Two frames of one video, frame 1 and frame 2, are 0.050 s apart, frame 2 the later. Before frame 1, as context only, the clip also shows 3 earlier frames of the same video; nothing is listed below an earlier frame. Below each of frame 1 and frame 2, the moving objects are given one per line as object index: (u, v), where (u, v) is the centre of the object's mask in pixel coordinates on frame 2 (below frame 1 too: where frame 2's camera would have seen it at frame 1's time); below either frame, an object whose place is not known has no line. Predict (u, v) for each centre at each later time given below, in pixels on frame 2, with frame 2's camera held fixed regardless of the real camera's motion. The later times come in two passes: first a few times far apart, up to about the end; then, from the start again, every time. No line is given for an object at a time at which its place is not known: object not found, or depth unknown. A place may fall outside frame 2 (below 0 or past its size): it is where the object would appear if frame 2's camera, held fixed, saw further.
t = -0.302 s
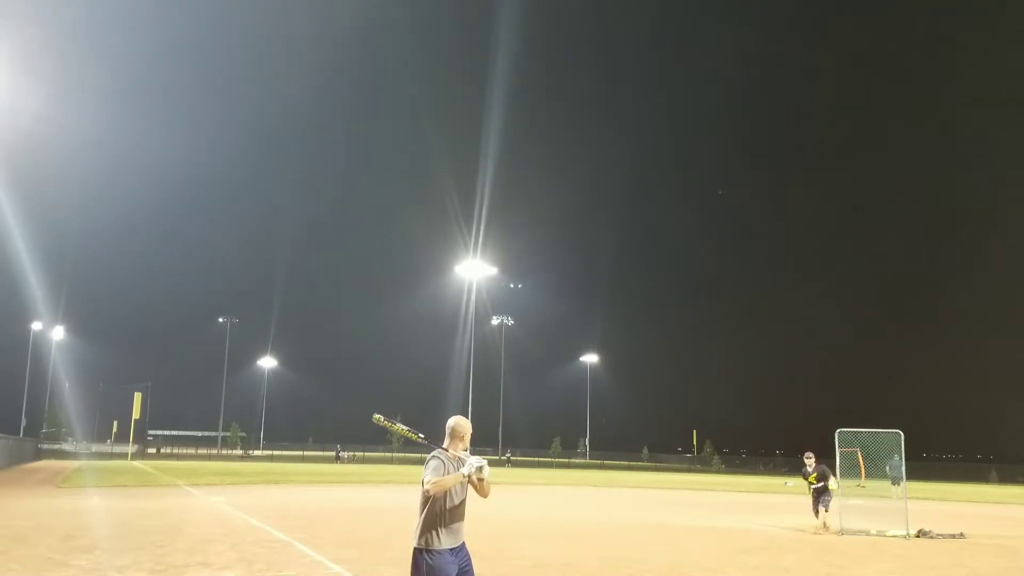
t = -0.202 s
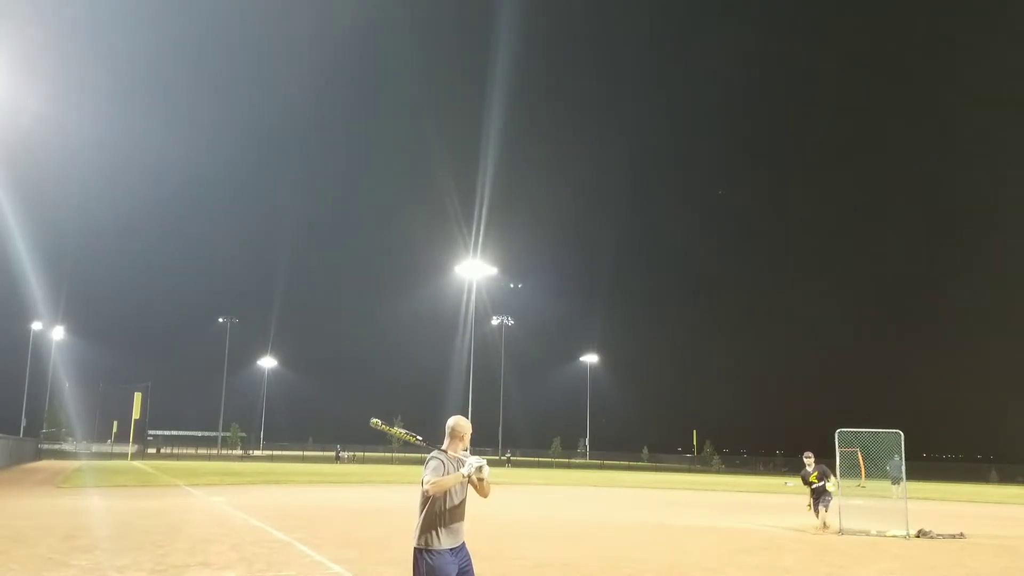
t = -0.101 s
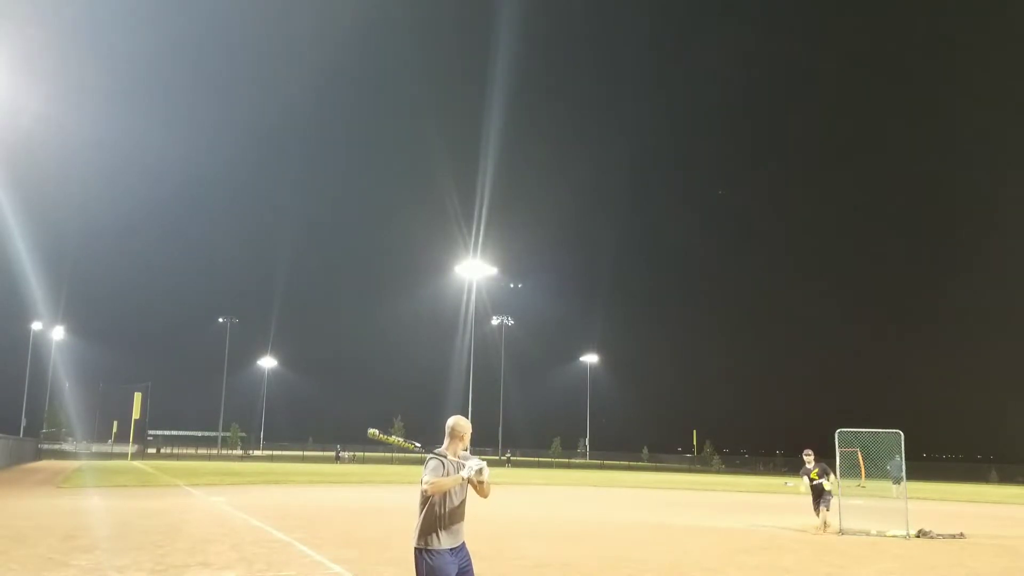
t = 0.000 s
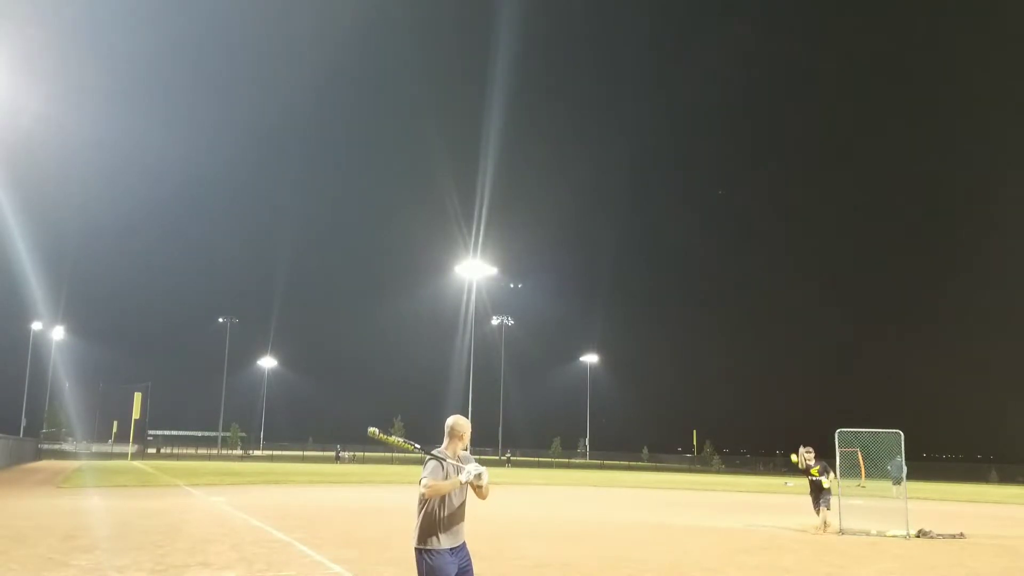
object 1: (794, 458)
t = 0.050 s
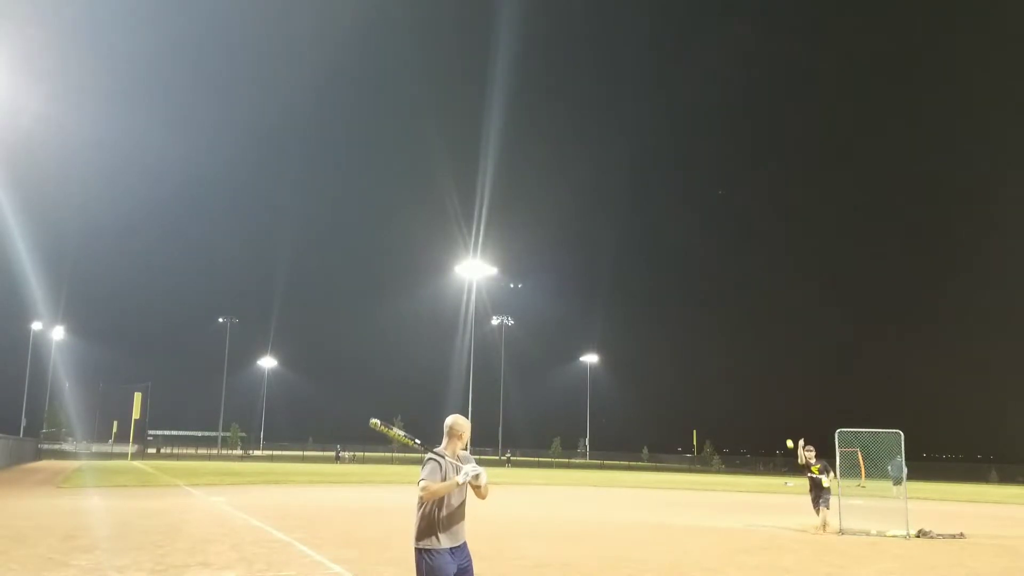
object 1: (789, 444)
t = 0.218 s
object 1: (774, 402)
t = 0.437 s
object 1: (748, 366)
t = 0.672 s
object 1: (711, 358)
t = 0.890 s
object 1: (661, 402)
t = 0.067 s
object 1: (788, 439)
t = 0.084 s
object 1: (786, 435)
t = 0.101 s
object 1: (785, 430)
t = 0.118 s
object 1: (783, 426)
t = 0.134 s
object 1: (782, 422)
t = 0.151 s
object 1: (780, 418)
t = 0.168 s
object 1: (779, 414)
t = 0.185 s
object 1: (777, 410)
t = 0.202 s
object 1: (775, 406)
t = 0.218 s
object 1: (774, 402)
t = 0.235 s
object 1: (772, 399)
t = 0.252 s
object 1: (770, 395)
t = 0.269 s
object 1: (768, 392)
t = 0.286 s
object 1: (766, 389)
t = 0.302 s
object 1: (764, 386)
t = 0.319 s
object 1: (763, 383)
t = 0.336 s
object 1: (761, 380)
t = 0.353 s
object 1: (759, 377)
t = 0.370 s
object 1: (757, 375)
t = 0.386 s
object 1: (755, 372)
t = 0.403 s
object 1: (753, 370)
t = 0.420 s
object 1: (750, 368)
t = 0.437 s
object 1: (748, 366)
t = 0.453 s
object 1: (746, 364)
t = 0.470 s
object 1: (744, 362)
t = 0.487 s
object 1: (741, 361)
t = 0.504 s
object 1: (739, 359)
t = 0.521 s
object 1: (736, 358)
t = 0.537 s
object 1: (734, 357)
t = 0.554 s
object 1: (731, 357)
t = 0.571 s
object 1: (728, 356)
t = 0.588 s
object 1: (726, 356)
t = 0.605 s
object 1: (723, 356)
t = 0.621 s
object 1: (720, 356)
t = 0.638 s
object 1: (717, 356)
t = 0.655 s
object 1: (714, 357)
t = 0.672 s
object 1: (711, 358)
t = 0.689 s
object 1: (708, 359)
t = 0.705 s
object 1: (705, 361)
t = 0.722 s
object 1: (702, 363)
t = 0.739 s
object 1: (698, 365)
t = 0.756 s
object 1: (694, 367)
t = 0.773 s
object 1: (691, 370)
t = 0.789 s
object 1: (687, 374)
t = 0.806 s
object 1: (683, 377)
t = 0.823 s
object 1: (679, 381)
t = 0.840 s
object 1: (675, 385)
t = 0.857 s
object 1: (671, 390)
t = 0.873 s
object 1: (666, 396)
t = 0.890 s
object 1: (661, 402)
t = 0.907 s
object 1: (657, 408)
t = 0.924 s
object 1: (652, 415)
